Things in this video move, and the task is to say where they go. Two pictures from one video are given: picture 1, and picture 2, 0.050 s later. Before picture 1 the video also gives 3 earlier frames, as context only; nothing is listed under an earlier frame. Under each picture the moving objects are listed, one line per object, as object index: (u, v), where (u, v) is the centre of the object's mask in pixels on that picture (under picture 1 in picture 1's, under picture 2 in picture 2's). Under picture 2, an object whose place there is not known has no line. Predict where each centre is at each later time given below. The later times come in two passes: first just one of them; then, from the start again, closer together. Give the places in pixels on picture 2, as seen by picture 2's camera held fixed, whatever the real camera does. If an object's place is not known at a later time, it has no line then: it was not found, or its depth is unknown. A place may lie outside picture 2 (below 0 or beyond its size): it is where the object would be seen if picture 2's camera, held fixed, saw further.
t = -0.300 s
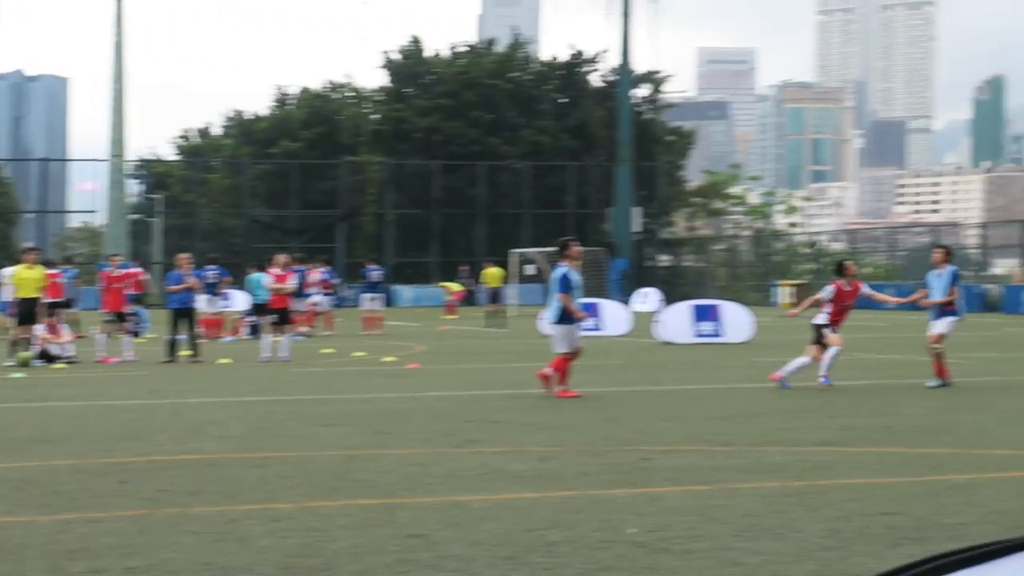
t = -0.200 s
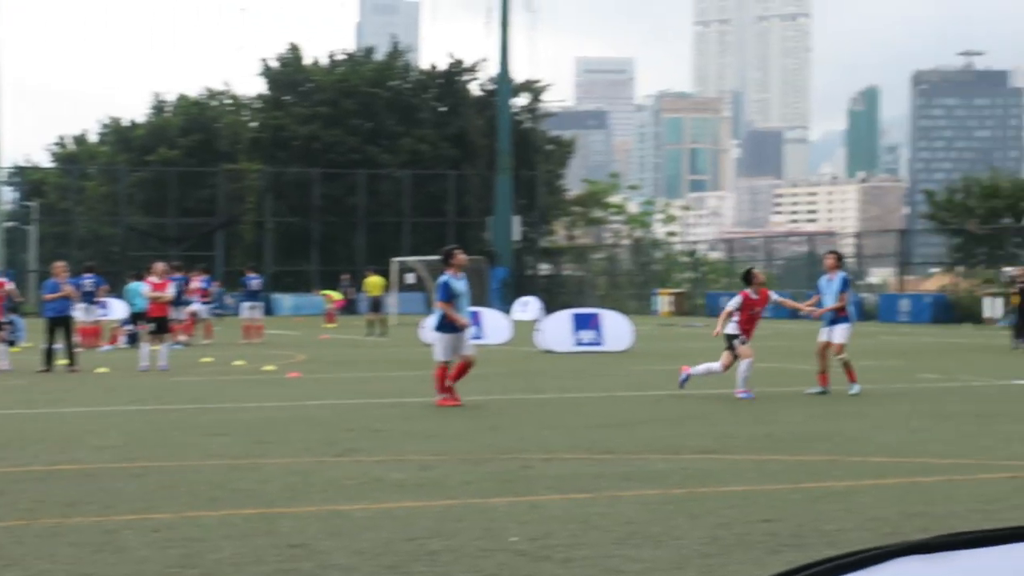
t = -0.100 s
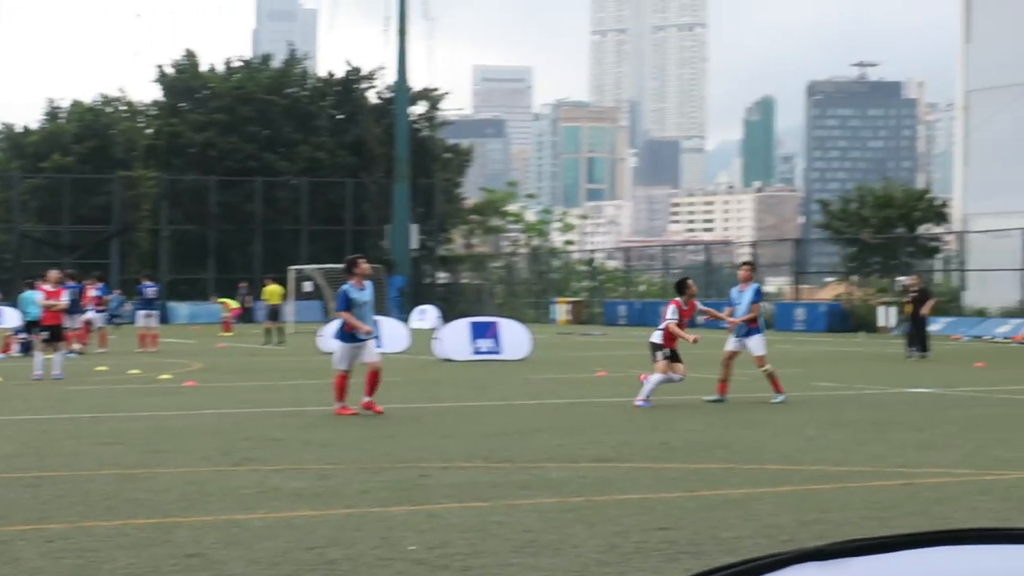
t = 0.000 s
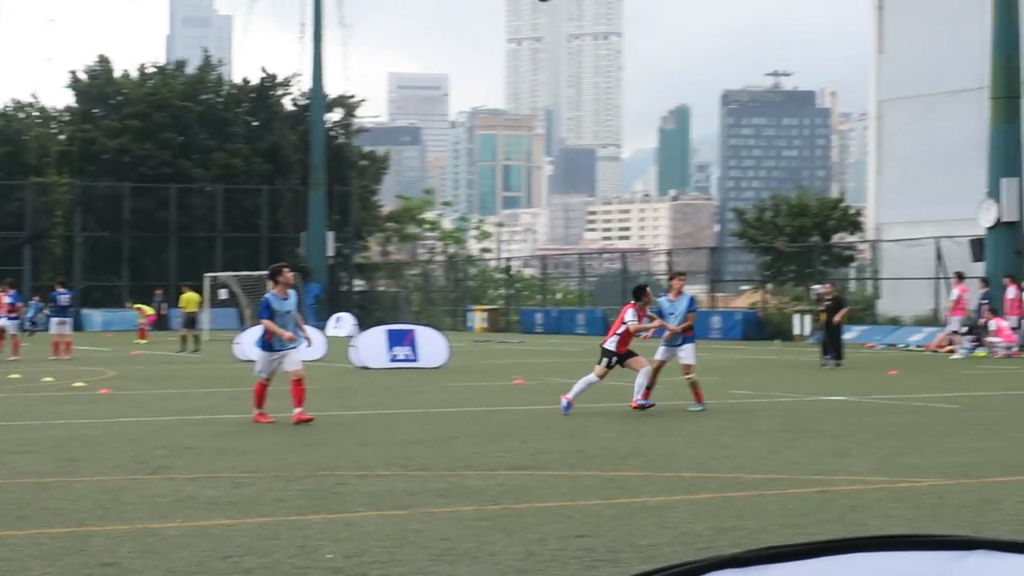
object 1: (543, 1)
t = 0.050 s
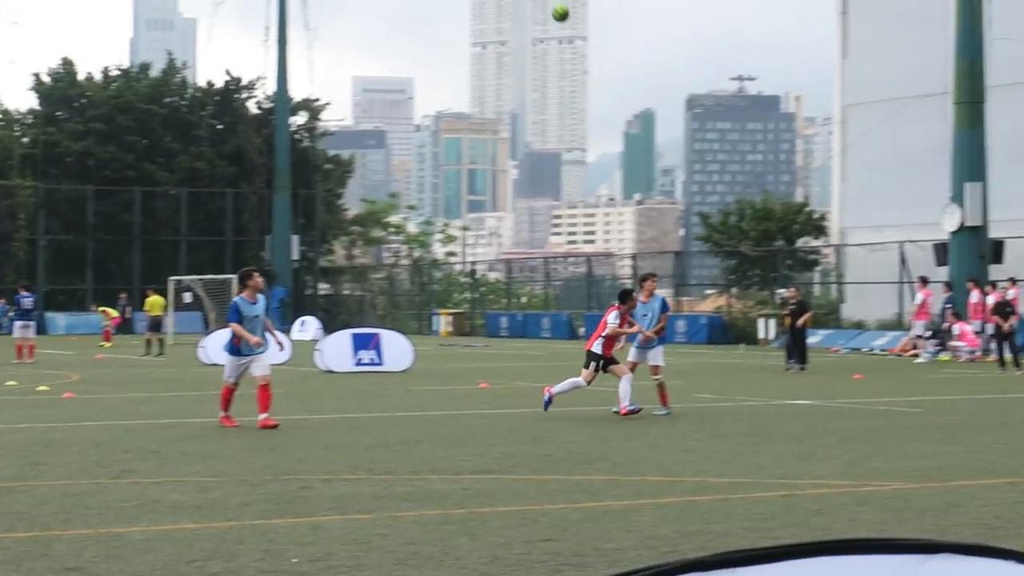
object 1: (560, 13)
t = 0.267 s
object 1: (770, 97)
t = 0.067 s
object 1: (577, 19)
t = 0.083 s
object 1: (593, 24)
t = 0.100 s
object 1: (610, 30)
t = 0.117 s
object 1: (626, 36)
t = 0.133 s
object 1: (643, 43)
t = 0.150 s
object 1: (660, 49)
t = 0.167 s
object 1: (676, 55)
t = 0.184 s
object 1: (692, 62)
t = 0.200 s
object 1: (708, 69)
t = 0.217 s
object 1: (724, 76)
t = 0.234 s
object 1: (739, 82)
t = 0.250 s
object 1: (755, 90)
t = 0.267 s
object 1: (770, 97)
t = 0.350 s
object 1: (846, 133)
